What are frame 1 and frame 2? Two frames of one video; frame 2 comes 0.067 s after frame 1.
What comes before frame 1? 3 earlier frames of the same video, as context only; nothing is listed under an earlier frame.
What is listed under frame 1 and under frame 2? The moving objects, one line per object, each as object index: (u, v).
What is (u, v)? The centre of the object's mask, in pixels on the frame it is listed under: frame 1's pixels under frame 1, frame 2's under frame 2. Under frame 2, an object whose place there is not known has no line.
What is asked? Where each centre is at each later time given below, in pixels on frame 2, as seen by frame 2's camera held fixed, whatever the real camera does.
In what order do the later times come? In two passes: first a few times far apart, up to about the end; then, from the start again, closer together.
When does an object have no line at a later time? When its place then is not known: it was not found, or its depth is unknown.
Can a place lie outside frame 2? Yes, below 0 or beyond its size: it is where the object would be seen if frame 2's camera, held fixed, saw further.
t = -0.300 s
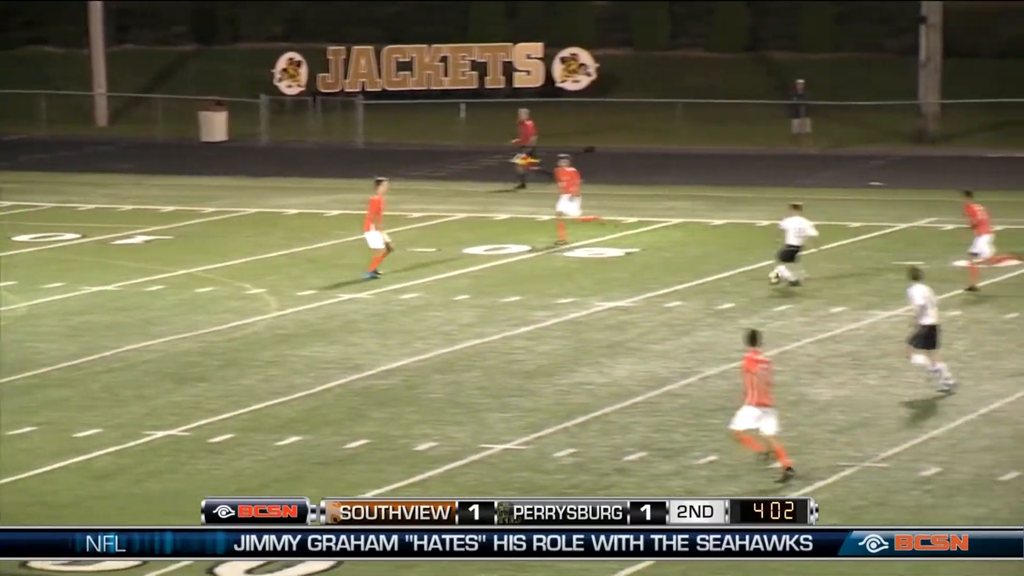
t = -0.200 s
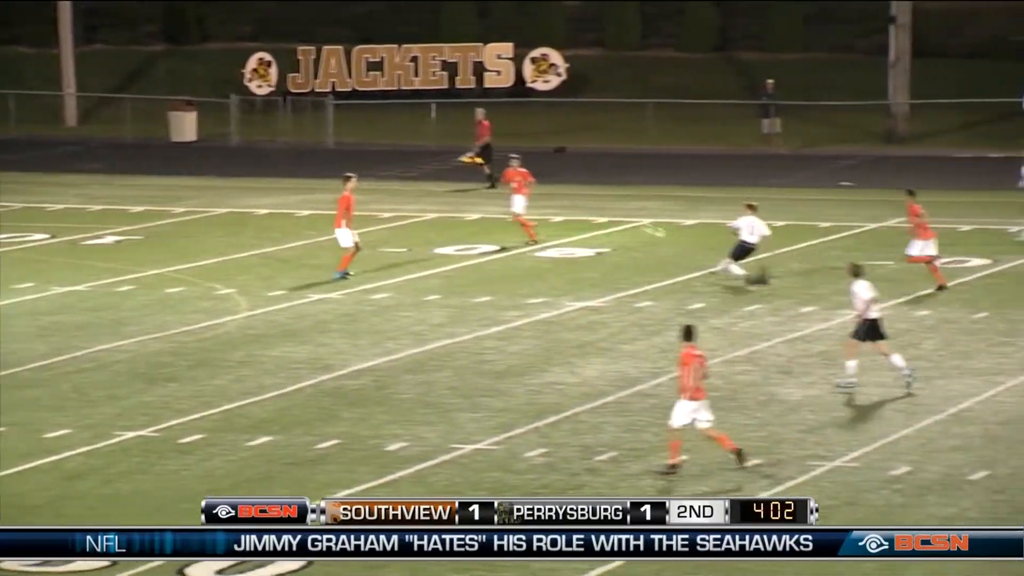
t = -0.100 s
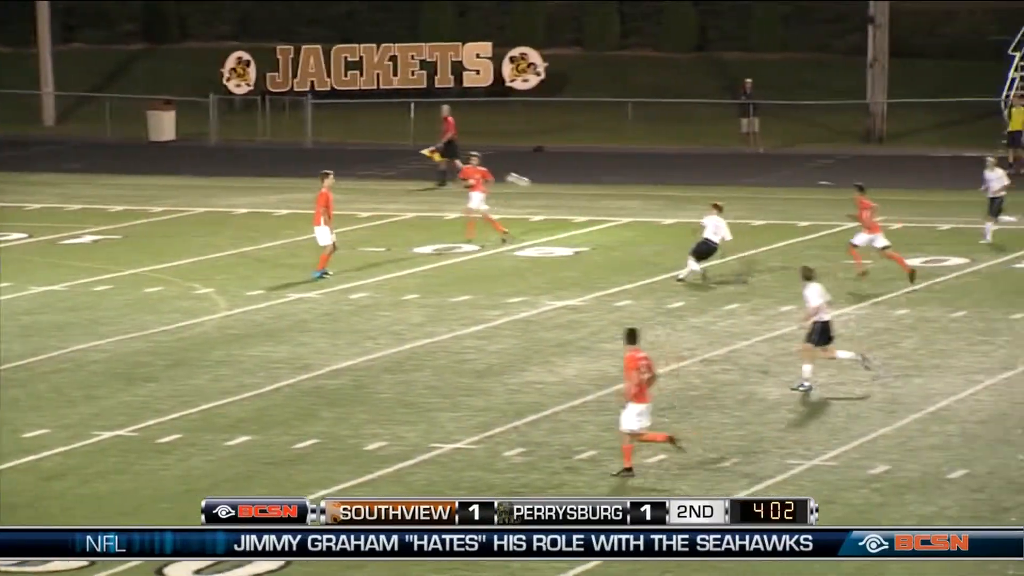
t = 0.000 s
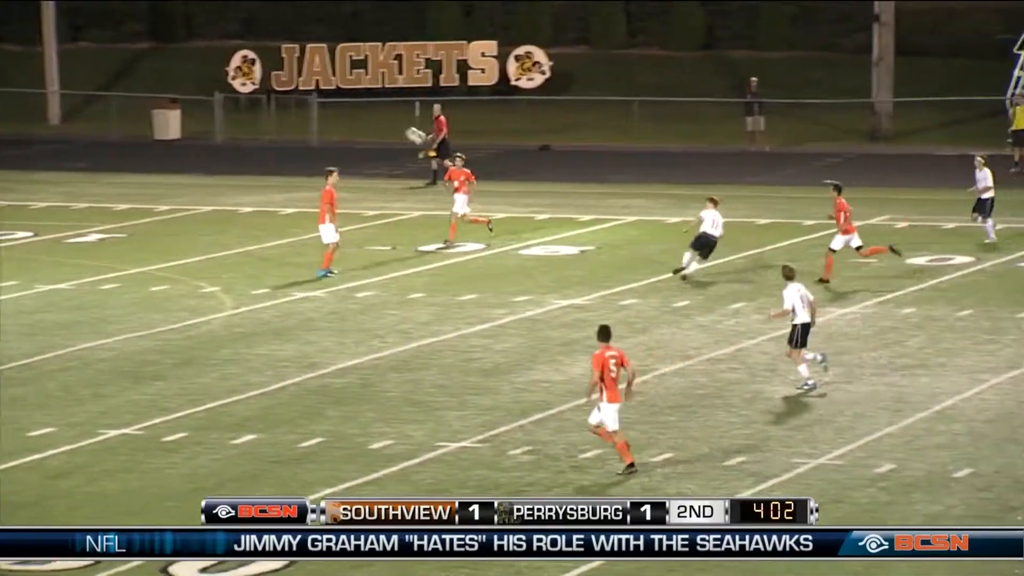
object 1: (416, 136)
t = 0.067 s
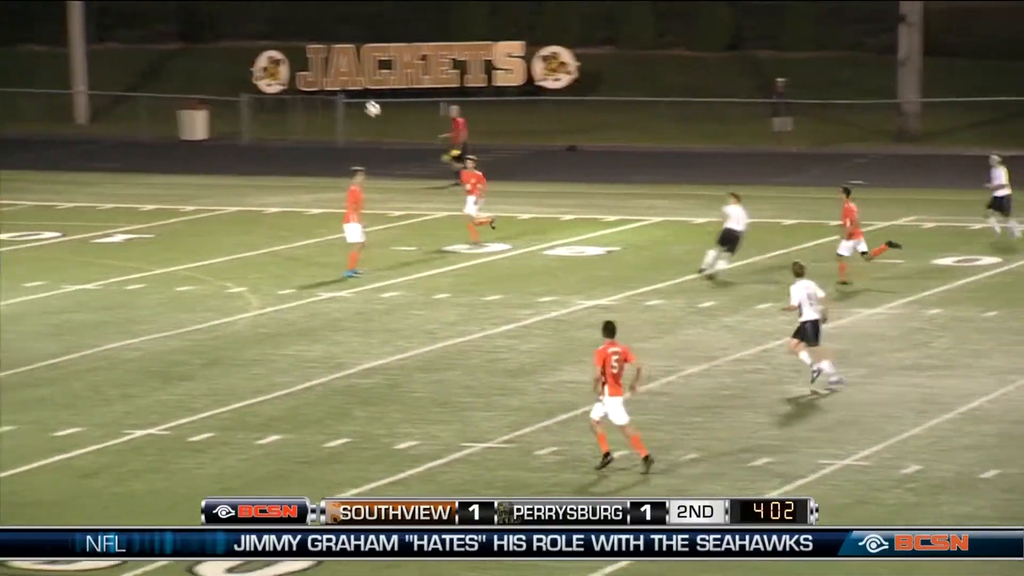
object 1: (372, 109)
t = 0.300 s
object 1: (141, 28)
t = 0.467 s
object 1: (-7, -19)
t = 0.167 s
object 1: (271, 70)
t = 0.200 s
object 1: (239, 60)
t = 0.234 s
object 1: (206, 49)
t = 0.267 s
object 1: (174, 38)
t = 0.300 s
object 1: (141, 28)
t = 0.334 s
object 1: (109, 18)
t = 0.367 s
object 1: (78, 7)
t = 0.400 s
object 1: (48, -1)
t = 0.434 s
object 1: (19, -10)
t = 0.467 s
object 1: (-7, -19)
